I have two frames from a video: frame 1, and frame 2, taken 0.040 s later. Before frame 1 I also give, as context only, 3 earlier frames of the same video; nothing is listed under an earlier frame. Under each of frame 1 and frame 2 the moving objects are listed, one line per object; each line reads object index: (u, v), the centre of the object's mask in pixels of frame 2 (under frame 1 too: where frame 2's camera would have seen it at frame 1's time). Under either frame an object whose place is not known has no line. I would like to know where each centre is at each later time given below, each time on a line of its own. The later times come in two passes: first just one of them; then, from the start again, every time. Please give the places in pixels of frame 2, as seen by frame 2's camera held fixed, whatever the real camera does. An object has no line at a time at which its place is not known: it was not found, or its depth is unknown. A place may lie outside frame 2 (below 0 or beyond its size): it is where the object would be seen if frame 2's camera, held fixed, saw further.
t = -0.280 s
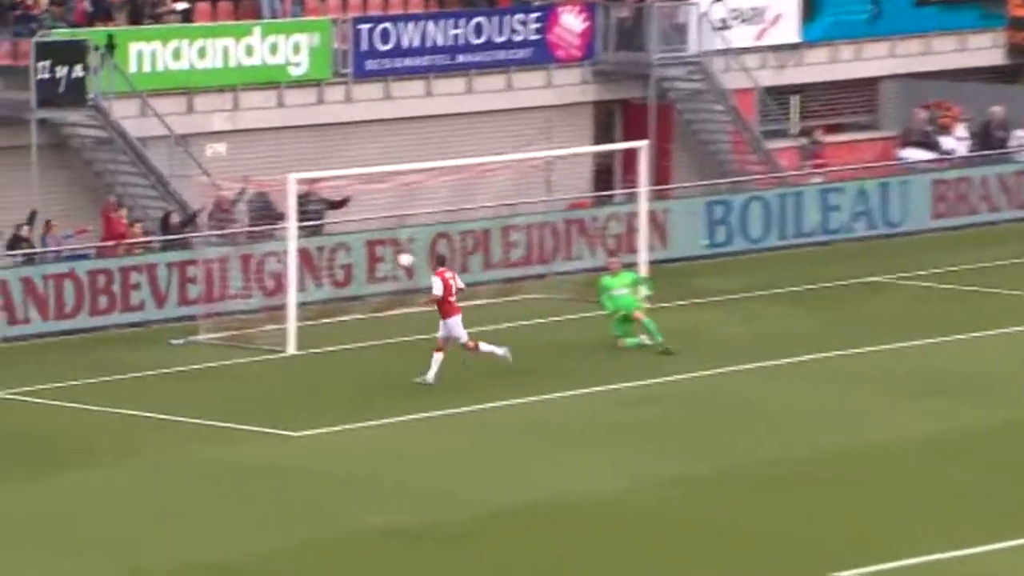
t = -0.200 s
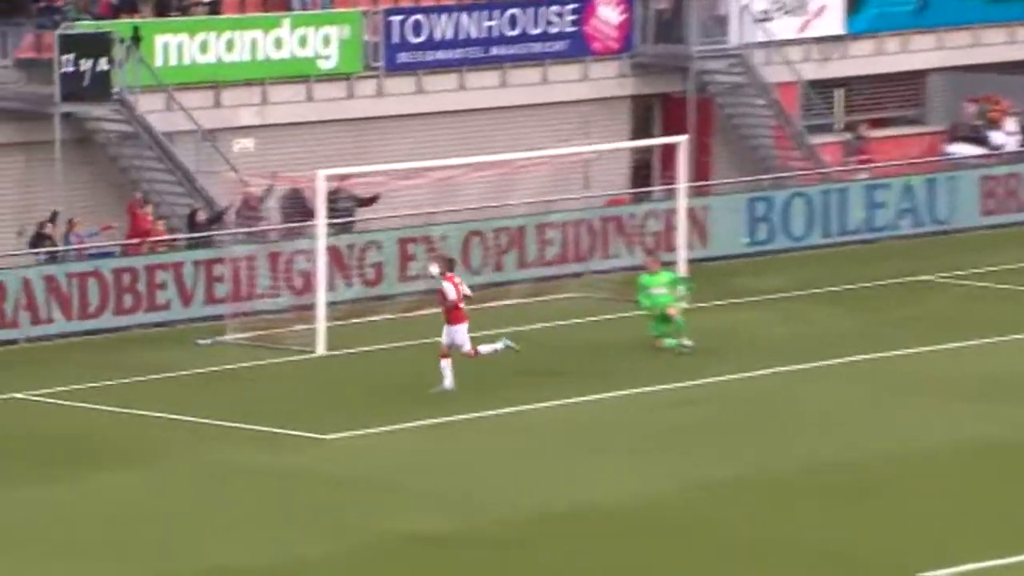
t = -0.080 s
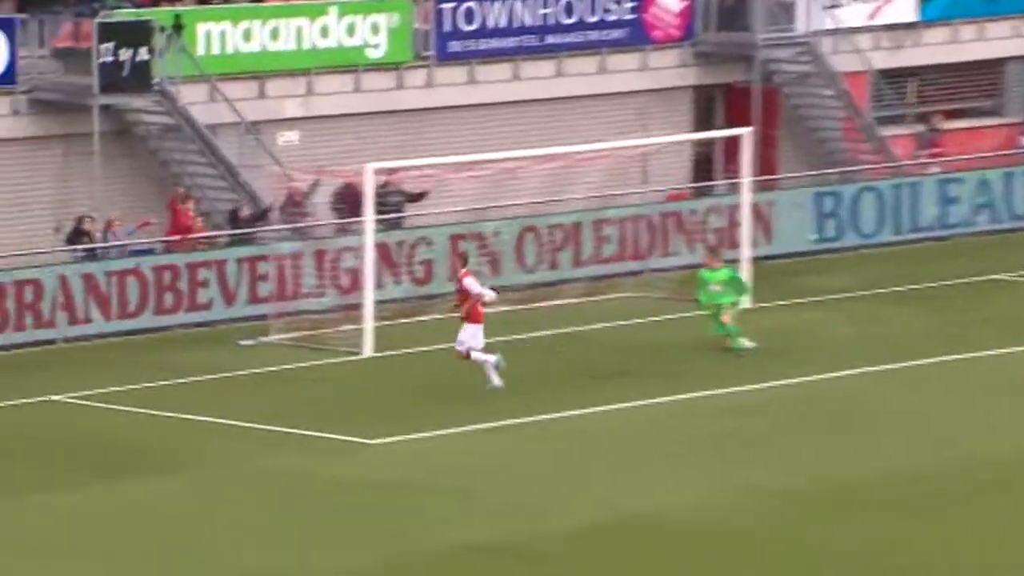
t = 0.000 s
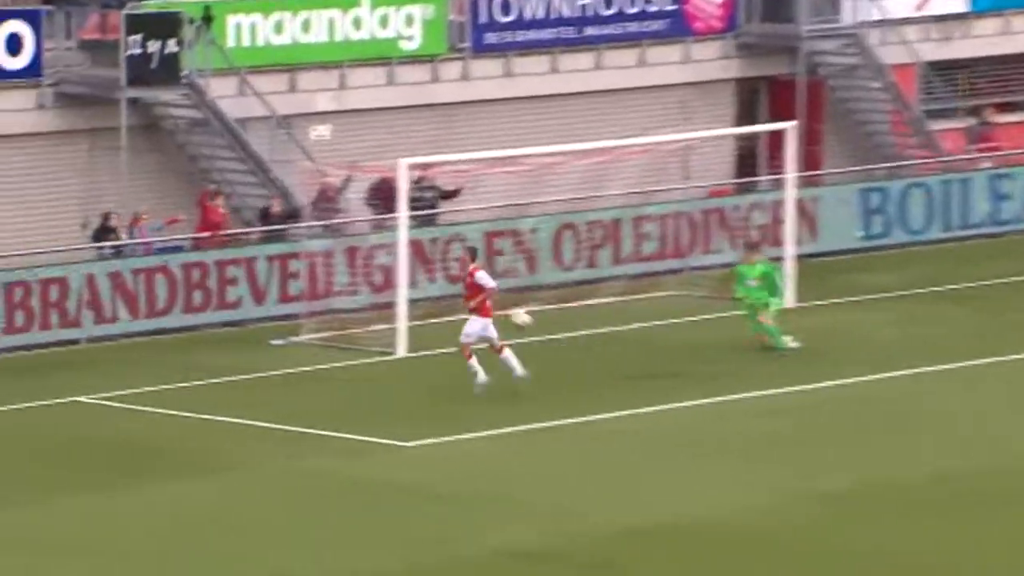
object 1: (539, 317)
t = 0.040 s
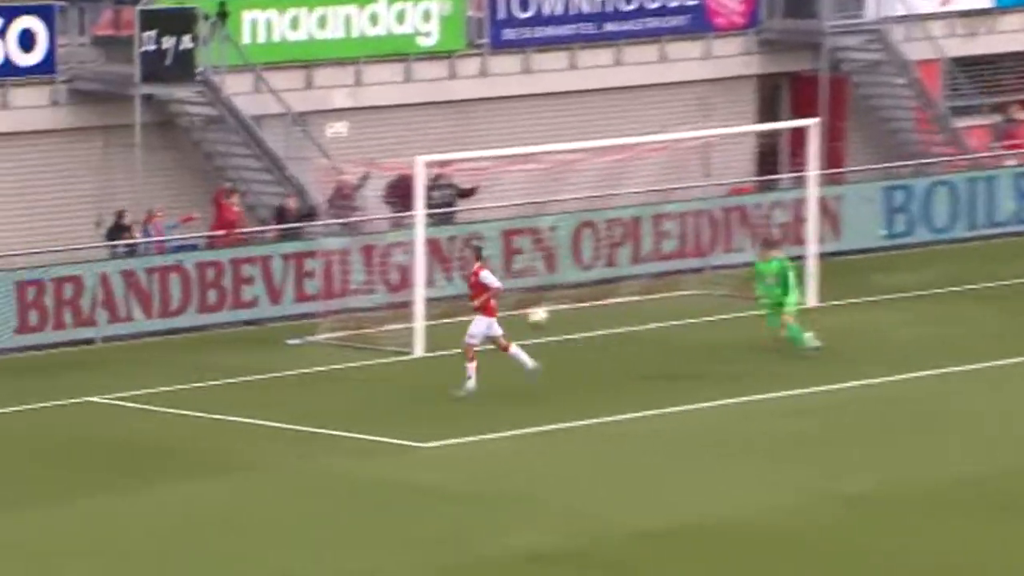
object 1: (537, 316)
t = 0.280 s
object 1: (531, 290)
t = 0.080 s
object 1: (537, 309)
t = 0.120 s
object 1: (536, 303)
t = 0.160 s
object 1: (536, 297)
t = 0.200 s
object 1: (534, 294)
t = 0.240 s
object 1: (533, 292)
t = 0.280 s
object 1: (531, 290)
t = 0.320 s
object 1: (530, 290)
